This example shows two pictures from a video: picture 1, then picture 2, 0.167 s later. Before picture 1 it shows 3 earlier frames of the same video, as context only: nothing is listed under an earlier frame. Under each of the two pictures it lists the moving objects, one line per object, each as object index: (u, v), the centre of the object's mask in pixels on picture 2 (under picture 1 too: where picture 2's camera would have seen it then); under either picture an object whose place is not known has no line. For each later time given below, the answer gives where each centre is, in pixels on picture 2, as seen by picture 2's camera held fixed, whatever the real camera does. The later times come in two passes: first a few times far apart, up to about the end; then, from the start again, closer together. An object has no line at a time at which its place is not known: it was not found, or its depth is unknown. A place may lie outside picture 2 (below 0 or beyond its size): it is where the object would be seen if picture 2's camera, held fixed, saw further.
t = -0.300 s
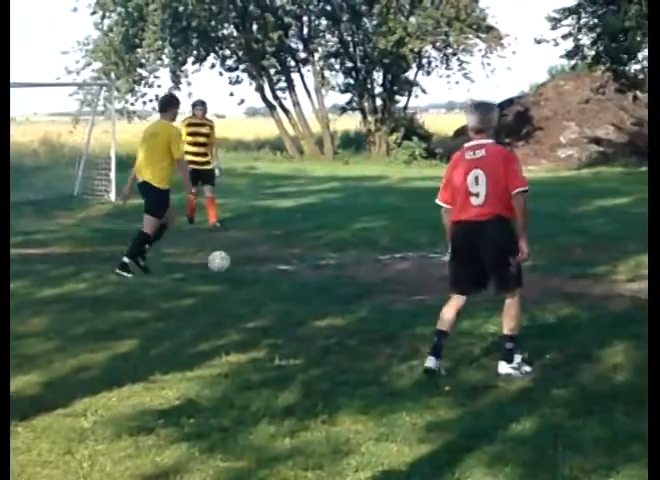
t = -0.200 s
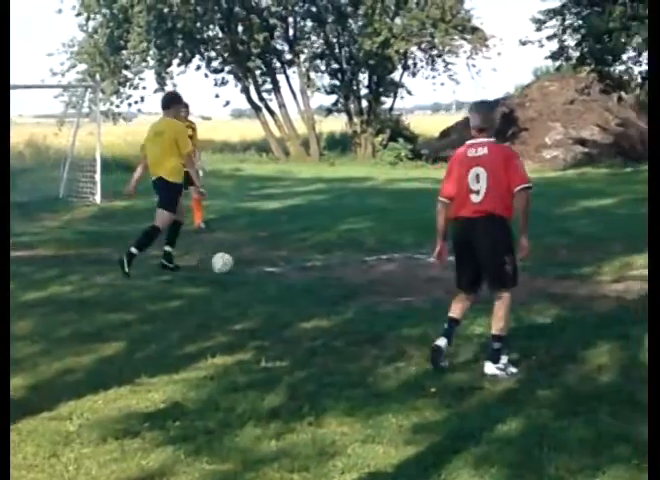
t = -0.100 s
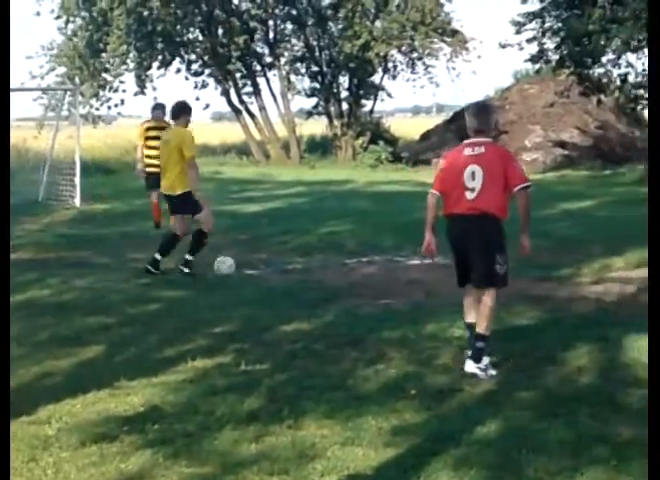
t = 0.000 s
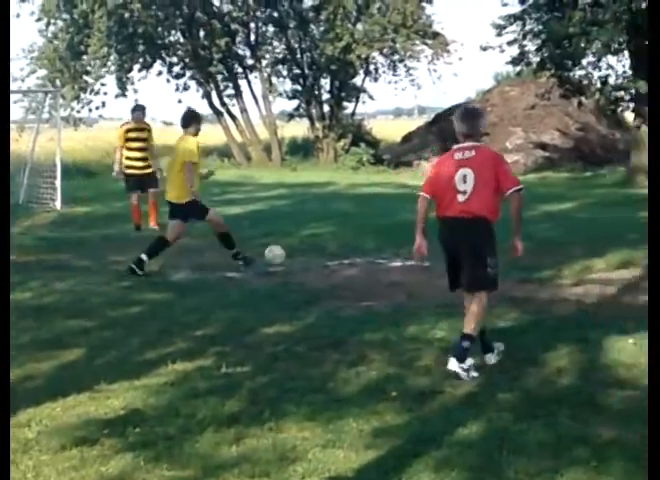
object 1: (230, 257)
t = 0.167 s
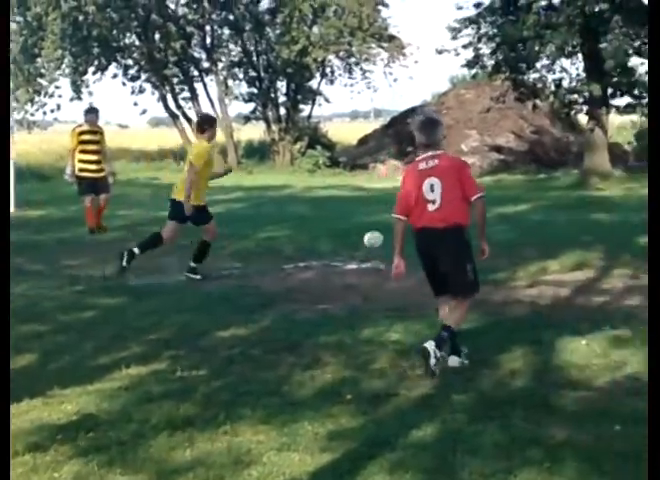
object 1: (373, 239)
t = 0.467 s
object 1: (543, 209)
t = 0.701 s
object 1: (634, 201)
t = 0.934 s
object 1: (716, 207)
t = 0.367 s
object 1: (500, 228)
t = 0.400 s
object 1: (514, 220)
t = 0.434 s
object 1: (528, 215)
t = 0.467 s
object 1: (543, 209)
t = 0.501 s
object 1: (556, 206)
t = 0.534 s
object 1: (570, 202)
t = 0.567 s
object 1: (583, 200)
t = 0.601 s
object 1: (596, 199)
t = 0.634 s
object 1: (609, 199)
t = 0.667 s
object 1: (622, 199)
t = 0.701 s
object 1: (634, 201)
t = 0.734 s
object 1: (646, 205)
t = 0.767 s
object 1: (658, 207)
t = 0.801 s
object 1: (670, 212)
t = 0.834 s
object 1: (681, 217)
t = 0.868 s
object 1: (693, 221)
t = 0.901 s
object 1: (705, 213)
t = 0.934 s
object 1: (716, 207)
